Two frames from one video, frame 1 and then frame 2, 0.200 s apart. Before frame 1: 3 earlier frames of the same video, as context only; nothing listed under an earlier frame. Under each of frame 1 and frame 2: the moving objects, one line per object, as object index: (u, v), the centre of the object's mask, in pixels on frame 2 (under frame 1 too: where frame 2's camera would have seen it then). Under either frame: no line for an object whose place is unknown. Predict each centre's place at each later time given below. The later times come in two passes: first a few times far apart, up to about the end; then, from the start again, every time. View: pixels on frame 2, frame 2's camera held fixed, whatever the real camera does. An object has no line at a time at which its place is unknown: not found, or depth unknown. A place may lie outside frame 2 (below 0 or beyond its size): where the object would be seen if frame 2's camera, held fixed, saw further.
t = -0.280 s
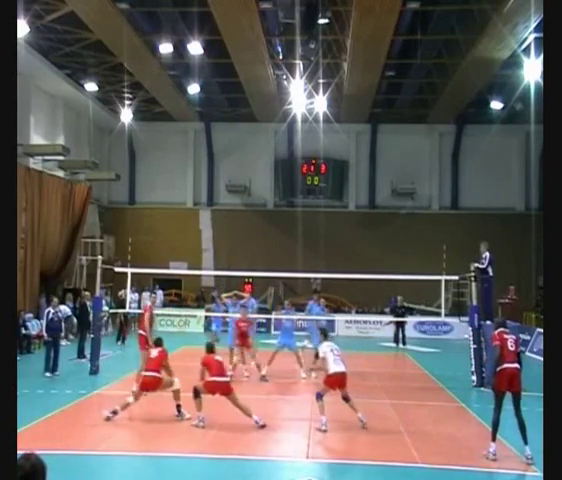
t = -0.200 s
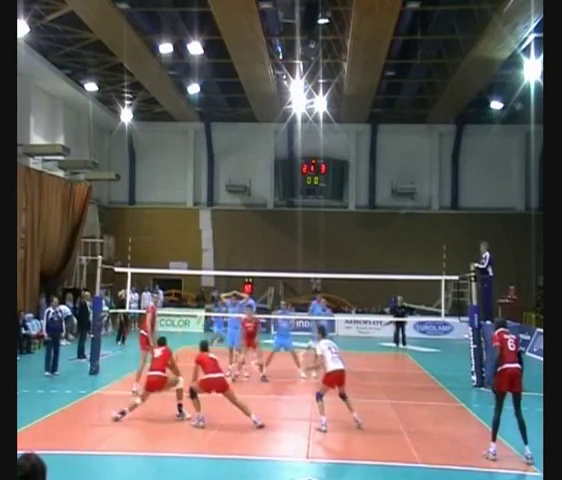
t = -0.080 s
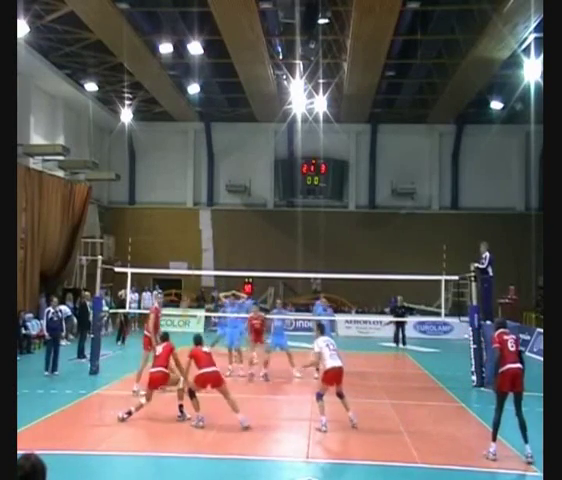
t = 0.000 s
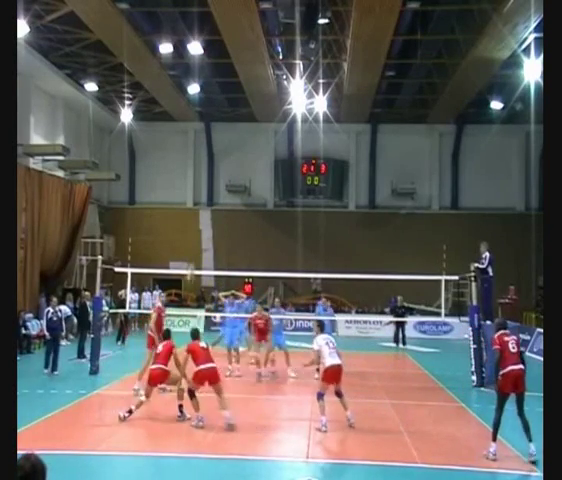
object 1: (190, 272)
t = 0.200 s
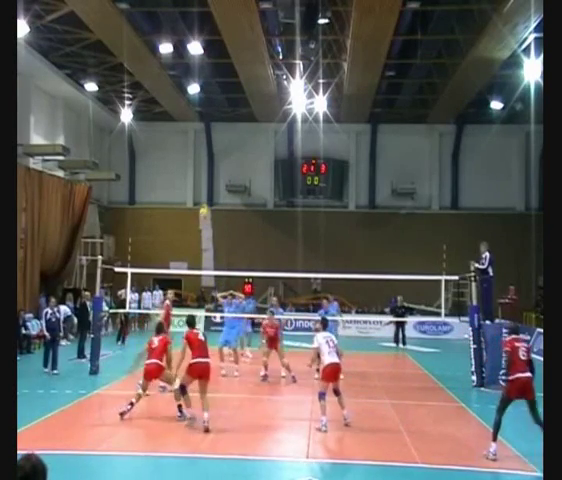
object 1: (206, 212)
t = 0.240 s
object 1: (207, 203)
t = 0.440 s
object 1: (223, 170)
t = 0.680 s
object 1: (229, 159)
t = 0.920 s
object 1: (239, 171)
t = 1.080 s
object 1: (245, 193)
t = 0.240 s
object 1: (207, 203)
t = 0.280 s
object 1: (212, 194)
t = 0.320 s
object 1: (212, 186)
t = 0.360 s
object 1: (216, 180)
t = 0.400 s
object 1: (220, 175)
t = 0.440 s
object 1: (223, 170)
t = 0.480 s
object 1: (223, 165)
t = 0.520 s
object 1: (223, 164)
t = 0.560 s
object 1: (224, 161)
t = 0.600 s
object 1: (227, 158)
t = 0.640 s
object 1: (231, 159)
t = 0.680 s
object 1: (229, 159)
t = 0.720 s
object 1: (231, 159)
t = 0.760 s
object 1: (232, 160)
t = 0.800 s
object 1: (235, 163)
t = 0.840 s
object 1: (236, 166)
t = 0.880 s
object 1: (238, 169)
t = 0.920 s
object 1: (239, 171)
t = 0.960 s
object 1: (242, 178)
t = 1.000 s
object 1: (242, 182)
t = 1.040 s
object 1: (244, 188)
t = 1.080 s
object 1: (245, 193)
